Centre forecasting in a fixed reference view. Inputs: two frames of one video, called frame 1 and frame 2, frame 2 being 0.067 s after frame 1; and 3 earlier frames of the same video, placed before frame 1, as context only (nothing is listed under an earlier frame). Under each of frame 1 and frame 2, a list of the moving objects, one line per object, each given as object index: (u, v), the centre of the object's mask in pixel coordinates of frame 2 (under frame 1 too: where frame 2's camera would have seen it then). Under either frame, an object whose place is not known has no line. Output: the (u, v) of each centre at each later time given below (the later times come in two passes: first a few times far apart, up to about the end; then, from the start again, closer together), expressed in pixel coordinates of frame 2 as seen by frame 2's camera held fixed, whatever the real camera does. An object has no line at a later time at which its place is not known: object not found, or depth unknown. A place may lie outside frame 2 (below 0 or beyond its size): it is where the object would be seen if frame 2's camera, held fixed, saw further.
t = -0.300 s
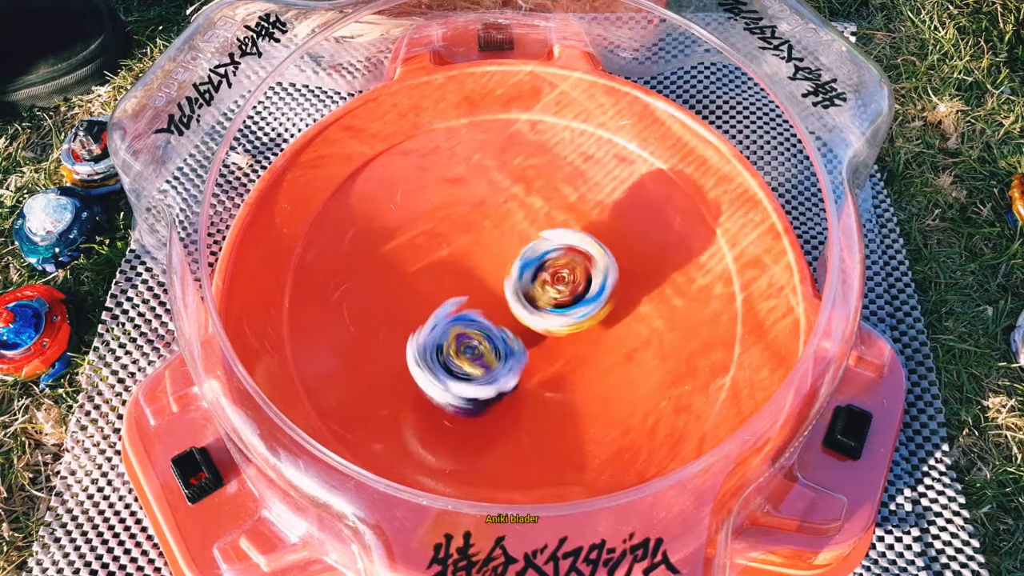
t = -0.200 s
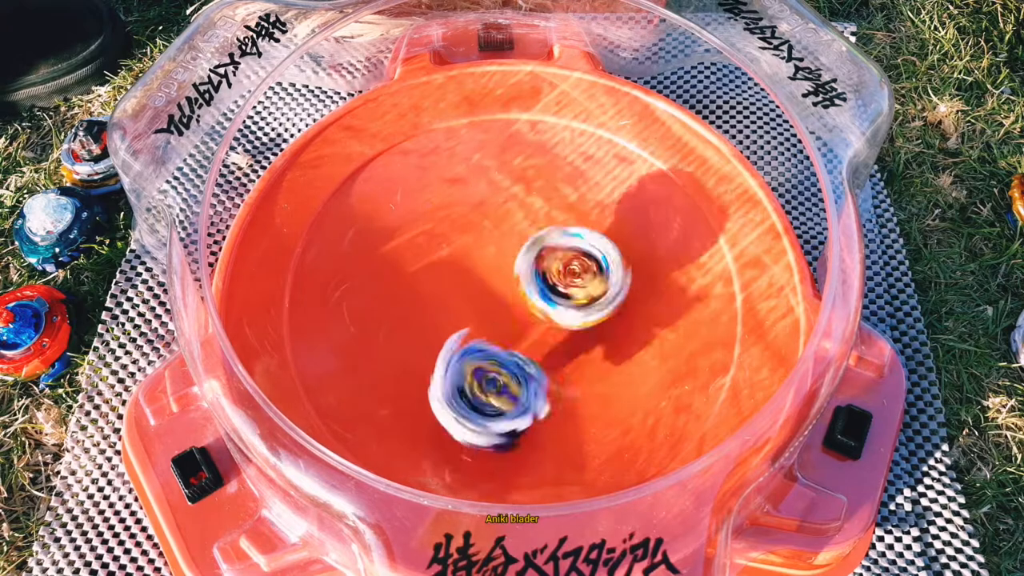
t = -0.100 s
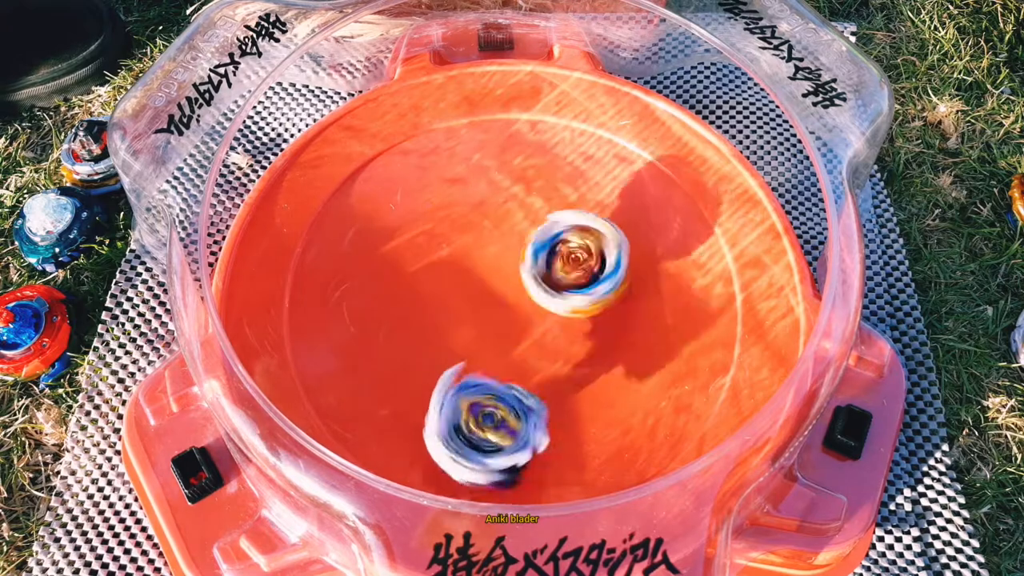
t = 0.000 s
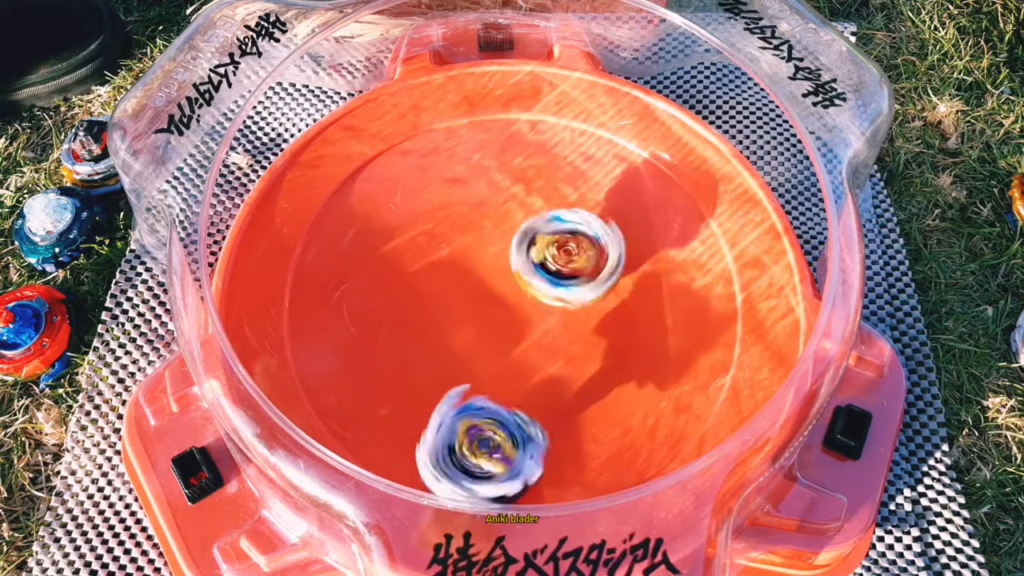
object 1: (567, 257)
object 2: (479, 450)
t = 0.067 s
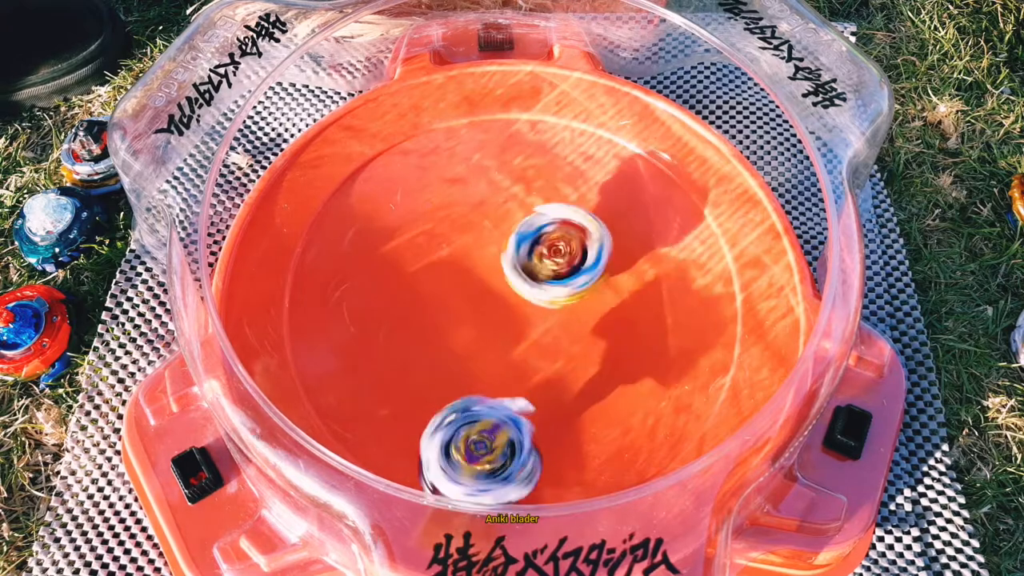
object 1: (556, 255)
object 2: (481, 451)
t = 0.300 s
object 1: (517, 276)
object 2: (508, 383)
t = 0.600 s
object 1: (500, 155)
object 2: (497, 456)
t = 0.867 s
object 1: (495, 221)
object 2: (510, 369)
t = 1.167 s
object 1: (527, 228)
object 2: (508, 346)
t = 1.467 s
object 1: (564, 241)
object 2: (472, 341)
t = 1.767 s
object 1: (598, 231)
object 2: (428, 397)
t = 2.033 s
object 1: (557, 272)
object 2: (471, 372)
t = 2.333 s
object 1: (560, 249)
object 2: (475, 336)
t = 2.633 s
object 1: (554, 235)
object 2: (452, 310)
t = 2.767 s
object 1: (557, 230)
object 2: (456, 303)
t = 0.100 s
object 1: (549, 256)
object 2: (476, 446)
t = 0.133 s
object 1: (544, 259)
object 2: (479, 442)
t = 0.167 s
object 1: (540, 262)
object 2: (486, 431)
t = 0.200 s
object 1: (535, 264)
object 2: (489, 417)
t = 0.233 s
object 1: (529, 267)
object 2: (492, 406)
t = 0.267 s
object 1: (522, 271)
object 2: (499, 396)
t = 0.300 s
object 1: (517, 276)
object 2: (508, 383)
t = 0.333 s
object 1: (520, 250)
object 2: (509, 406)
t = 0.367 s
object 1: (519, 216)
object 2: (509, 427)
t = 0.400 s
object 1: (518, 192)
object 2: (510, 437)
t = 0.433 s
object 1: (517, 173)
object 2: (511, 448)
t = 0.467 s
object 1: (511, 160)
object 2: (512, 454)
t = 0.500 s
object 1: (509, 155)
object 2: (510, 457)
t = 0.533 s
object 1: (506, 151)
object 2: (505, 458)
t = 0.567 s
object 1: (501, 152)
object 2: (500, 458)
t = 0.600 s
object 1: (500, 155)
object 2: (497, 456)
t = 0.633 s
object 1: (500, 159)
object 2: (496, 450)
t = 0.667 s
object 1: (497, 169)
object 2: (500, 442)
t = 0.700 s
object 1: (499, 179)
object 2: (504, 429)
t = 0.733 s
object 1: (499, 186)
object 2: (507, 417)
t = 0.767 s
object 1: (496, 197)
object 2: (509, 403)
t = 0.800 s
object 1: (497, 206)
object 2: (510, 391)
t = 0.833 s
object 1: (495, 212)
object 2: (510, 381)
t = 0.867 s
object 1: (495, 221)
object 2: (510, 369)
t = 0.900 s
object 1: (500, 227)
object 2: (511, 359)
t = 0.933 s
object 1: (502, 231)
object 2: (512, 348)
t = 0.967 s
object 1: (507, 229)
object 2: (521, 351)
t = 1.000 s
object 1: (511, 217)
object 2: (526, 361)
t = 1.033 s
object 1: (513, 216)
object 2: (529, 360)
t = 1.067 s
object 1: (518, 218)
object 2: (523, 360)
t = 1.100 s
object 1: (520, 219)
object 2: (519, 357)
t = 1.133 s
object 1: (523, 225)
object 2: (513, 353)
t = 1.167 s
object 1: (527, 228)
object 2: (508, 346)
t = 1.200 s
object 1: (528, 234)
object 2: (506, 341)
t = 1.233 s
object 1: (536, 233)
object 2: (501, 341)
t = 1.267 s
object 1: (541, 227)
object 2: (496, 344)
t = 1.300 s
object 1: (545, 228)
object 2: (491, 345)
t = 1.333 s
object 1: (548, 229)
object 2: (486, 346)
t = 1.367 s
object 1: (553, 235)
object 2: (479, 342)
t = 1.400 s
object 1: (553, 239)
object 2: (478, 337)
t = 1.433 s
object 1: (557, 244)
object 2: (478, 333)
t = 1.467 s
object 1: (564, 241)
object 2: (472, 341)
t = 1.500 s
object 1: (581, 232)
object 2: (459, 346)
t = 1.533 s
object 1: (590, 226)
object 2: (450, 353)
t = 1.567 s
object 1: (598, 224)
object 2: (443, 360)
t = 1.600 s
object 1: (599, 224)
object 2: (438, 365)
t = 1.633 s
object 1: (602, 223)
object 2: (433, 371)
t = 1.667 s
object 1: (599, 224)
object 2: (429, 378)
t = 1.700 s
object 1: (601, 225)
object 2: (428, 385)
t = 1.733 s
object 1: (600, 228)
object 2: (427, 391)
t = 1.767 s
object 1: (598, 231)
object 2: (428, 397)
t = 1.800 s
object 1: (595, 237)
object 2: (426, 399)
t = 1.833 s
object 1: (592, 241)
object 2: (431, 400)
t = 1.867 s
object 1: (589, 246)
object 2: (431, 399)
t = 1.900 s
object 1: (583, 250)
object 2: (437, 396)
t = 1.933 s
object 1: (578, 256)
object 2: (445, 389)
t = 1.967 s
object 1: (571, 261)
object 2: (452, 385)
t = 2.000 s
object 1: (566, 267)
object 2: (460, 379)
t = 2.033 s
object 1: (557, 272)
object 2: (471, 372)
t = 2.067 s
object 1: (551, 278)
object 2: (478, 365)
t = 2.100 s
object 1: (548, 276)
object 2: (476, 366)
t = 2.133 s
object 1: (556, 270)
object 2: (477, 368)
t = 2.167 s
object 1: (557, 266)
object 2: (476, 362)
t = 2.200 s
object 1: (558, 264)
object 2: (476, 353)
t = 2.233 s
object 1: (556, 265)
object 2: (477, 345)
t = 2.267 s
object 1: (554, 259)
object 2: (476, 338)
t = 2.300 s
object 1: (557, 254)
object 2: (476, 335)
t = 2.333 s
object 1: (560, 249)
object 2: (475, 336)
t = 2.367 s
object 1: (559, 241)
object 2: (470, 333)
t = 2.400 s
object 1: (562, 238)
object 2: (459, 333)
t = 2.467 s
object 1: (560, 236)
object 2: (456, 330)
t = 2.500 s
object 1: (558, 233)
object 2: (449, 325)
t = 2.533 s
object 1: (560, 234)
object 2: (448, 322)
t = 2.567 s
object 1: (557, 235)
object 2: (449, 316)
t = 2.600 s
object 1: (555, 234)
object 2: (450, 314)
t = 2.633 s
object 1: (554, 235)
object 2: (452, 310)
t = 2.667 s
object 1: (550, 234)
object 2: (450, 307)
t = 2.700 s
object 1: (549, 232)
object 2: (454, 303)
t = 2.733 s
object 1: (550, 232)
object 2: (457, 298)
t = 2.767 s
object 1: (557, 230)
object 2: (456, 303)
